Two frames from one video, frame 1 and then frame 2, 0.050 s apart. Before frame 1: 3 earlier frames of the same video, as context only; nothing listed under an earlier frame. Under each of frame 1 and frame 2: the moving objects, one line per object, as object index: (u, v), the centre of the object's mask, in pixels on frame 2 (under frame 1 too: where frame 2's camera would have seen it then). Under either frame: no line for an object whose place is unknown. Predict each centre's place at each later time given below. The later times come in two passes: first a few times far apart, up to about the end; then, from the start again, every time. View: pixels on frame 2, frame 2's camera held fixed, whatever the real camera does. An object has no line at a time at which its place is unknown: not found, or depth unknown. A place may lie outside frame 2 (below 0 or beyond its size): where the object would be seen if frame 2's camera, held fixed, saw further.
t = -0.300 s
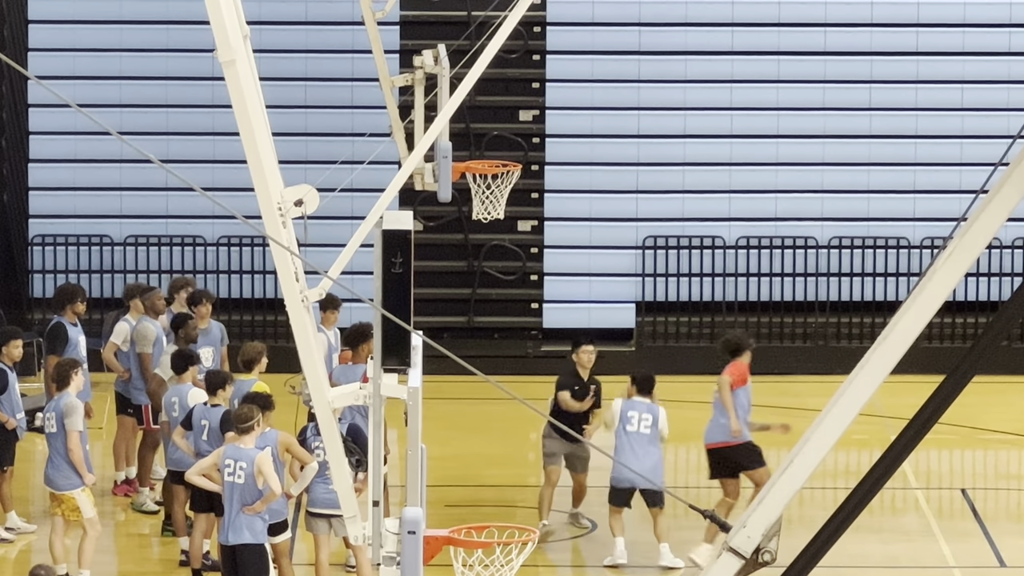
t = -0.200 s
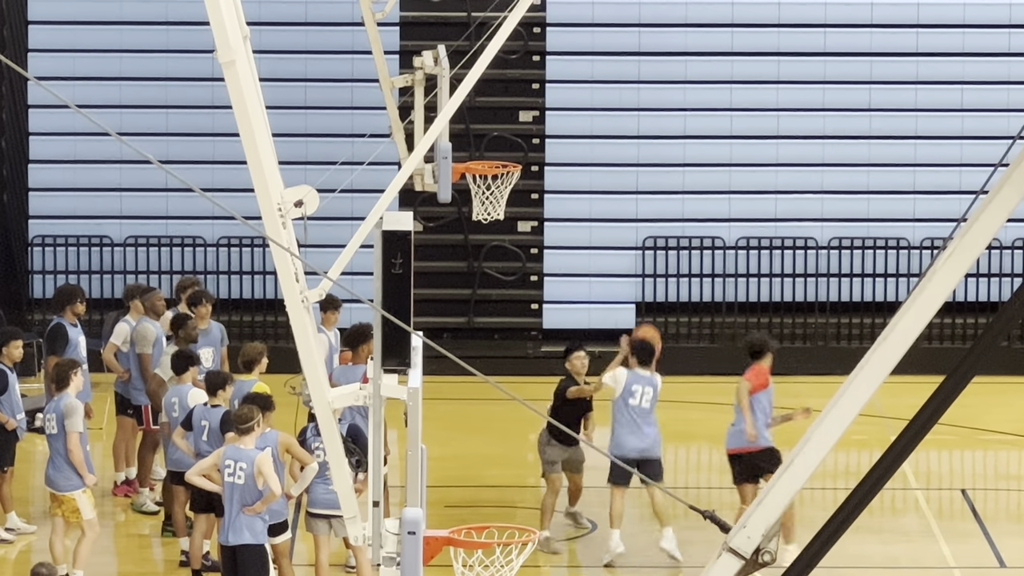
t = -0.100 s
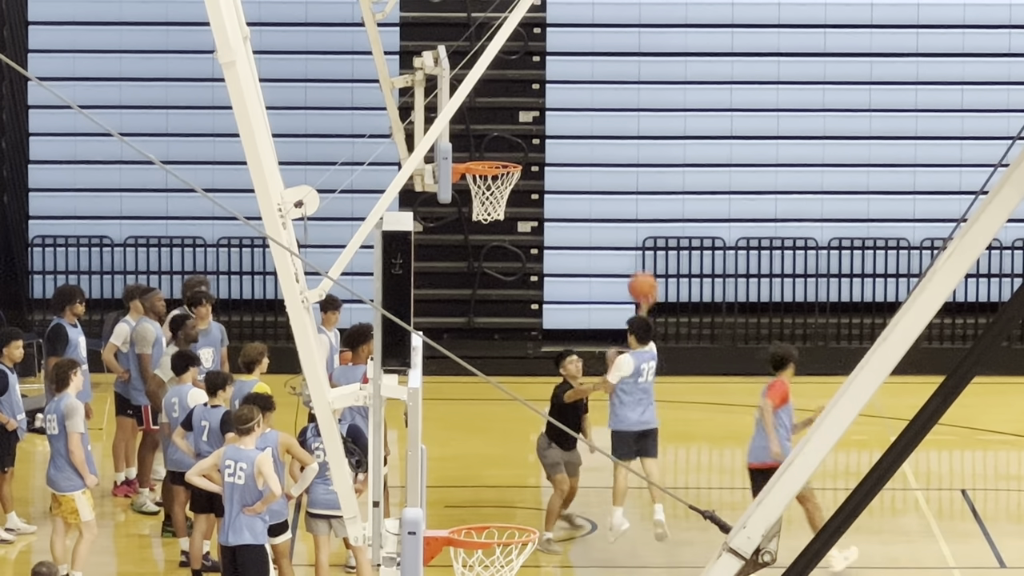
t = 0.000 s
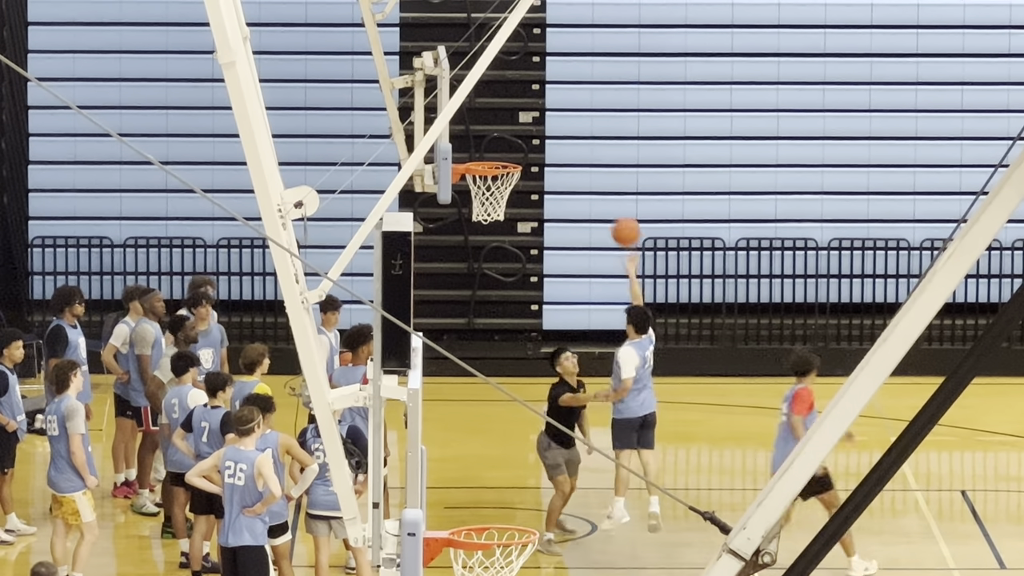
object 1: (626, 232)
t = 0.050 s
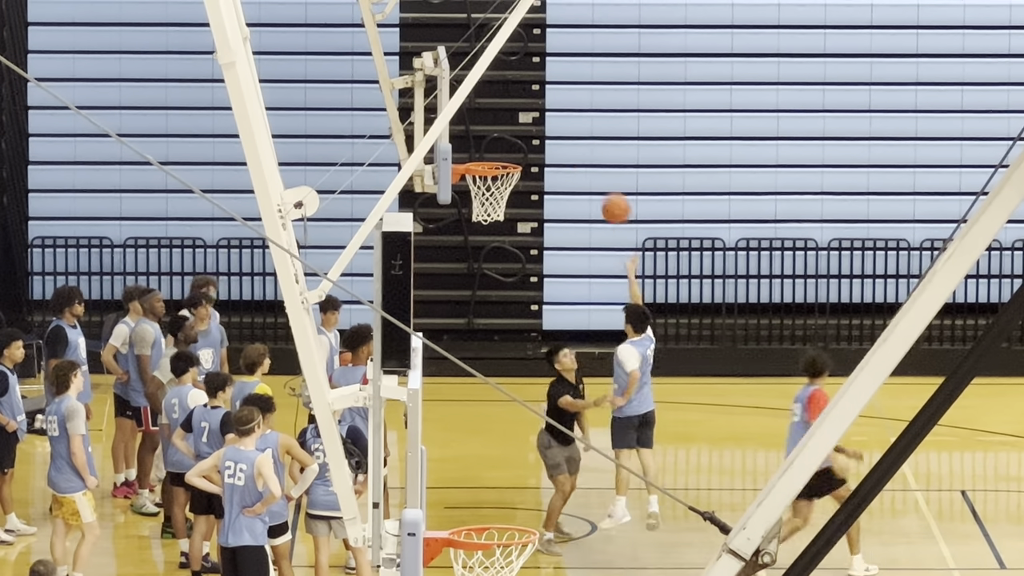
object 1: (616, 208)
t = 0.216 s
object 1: (582, 151)
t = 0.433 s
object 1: (539, 126)
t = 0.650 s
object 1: (497, 155)
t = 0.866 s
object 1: (471, 215)
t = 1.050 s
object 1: (466, 280)
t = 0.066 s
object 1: (612, 202)
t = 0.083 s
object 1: (609, 195)
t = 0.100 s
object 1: (605, 188)
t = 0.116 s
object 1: (602, 182)
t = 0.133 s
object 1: (599, 176)
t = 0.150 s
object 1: (595, 170)
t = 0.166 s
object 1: (592, 165)
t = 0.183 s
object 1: (588, 160)
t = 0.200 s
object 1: (585, 156)
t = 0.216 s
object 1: (582, 151)
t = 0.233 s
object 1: (578, 147)
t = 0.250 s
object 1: (575, 144)
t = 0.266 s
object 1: (571, 141)
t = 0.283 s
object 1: (568, 138)
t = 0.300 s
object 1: (565, 136)
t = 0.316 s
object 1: (562, 133)
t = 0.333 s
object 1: (558, 131)
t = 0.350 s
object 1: (555, 130)
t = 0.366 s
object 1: (552, 128)
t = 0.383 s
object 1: (549, 127)
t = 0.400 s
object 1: (545, 127)
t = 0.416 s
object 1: (542, 126)
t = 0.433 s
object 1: (539, 126)
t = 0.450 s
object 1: (536, 127)
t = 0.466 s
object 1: (532, 127)
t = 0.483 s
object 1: (529, 128)
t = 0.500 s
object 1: (526, 130)
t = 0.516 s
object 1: (523, 131)
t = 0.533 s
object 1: (520, 133)
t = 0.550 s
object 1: (516, 136)
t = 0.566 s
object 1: (513, 138)
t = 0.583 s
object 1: (510, 141)
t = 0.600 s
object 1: (507, 145)
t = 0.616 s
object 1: (503, 148)
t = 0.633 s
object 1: (500, 151)
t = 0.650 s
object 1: (497, 155)
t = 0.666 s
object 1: (494, 158)
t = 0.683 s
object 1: (491, 160)
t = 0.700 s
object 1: (489, 162)
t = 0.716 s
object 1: (486, 183)
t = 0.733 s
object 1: (482, 184)
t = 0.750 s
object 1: (481, 184)
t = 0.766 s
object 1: (480, 190)
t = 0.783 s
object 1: (479, 199)
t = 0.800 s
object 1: (477, 207)
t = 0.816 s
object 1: (474, 211)
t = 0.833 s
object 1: (473, 211)
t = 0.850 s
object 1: (472, 212)
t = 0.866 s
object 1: (471, 215)
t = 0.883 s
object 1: (471, 219)
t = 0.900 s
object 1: (471, 223)
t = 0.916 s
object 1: (470, 229)
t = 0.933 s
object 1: (470, 234)
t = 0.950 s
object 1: (469, 240)
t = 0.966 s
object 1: (469, 245)
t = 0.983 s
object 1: (469, 252)
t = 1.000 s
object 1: (468, 258)
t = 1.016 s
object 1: (467, 265)
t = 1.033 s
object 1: (467, 273)
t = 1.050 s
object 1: (466, 280)
